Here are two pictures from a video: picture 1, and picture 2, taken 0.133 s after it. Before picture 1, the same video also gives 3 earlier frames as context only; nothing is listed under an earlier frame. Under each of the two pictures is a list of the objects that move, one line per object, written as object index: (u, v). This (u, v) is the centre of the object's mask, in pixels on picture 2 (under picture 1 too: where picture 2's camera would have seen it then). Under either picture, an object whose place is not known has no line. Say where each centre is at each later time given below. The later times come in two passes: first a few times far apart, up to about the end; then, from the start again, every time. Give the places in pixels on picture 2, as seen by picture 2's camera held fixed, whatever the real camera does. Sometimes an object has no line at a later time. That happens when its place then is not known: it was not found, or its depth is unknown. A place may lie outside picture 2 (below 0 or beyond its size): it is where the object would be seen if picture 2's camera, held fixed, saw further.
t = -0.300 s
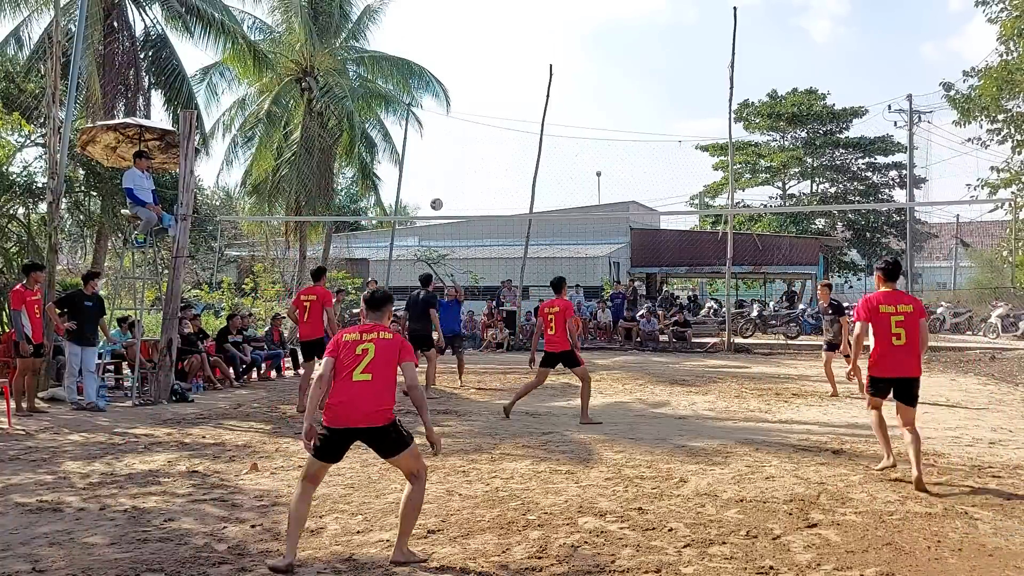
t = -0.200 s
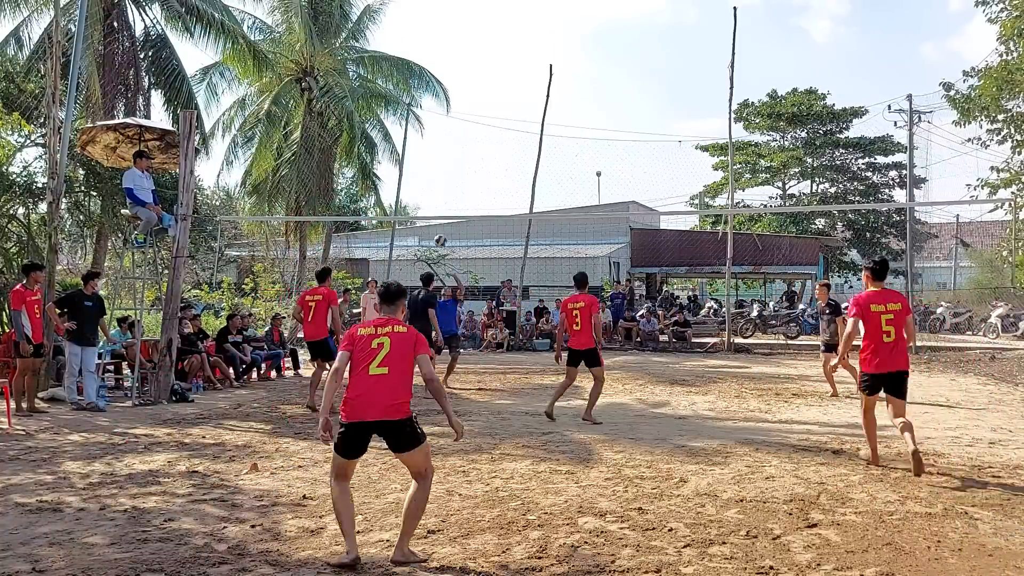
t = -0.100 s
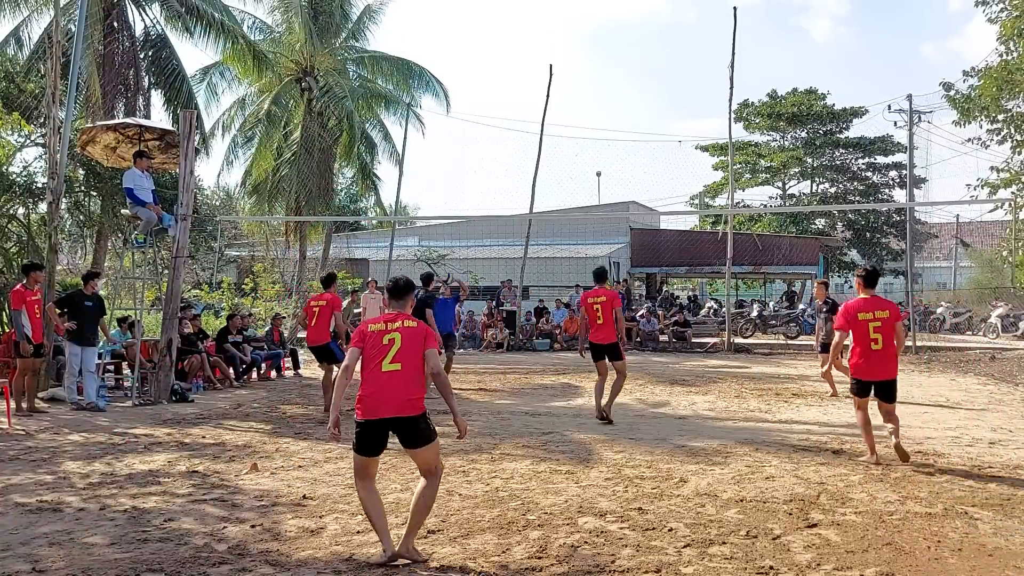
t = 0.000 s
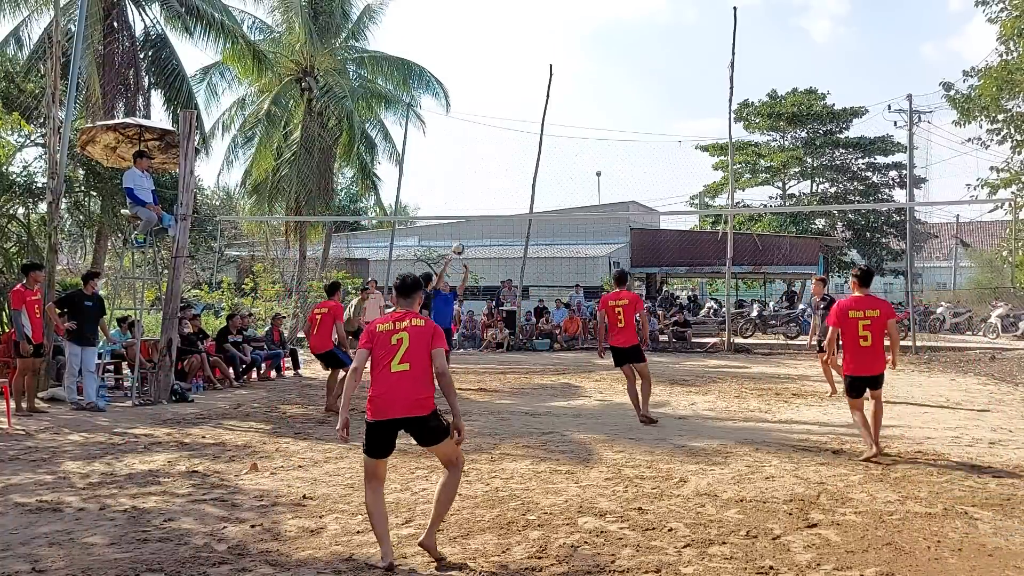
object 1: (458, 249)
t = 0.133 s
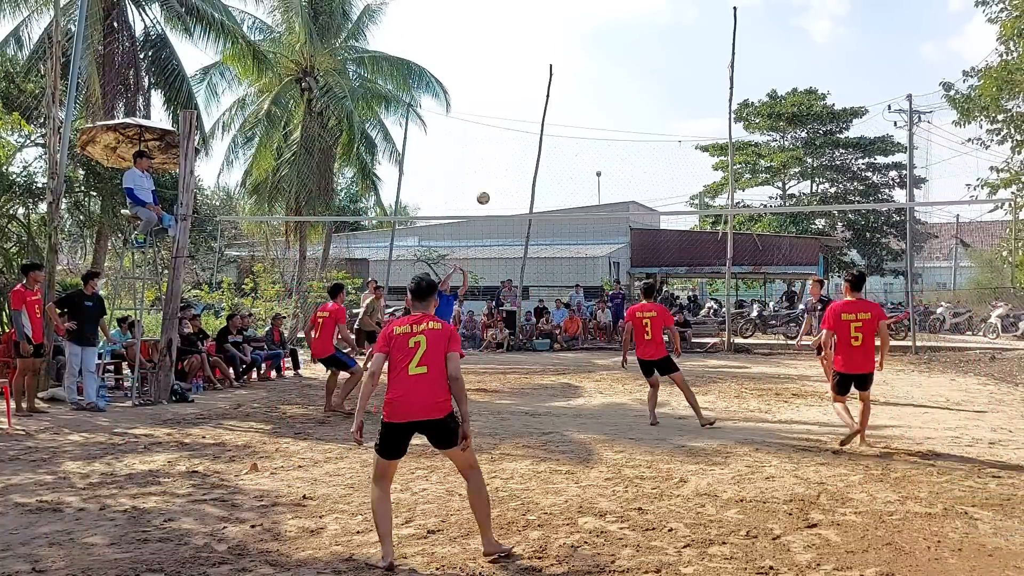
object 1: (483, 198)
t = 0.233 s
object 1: (501, 167)
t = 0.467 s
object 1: (544, 116)
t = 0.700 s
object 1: (587, 99)
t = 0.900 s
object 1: (624, 112)
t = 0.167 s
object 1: (489, 187)
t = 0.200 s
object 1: (495, 177)
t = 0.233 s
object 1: (501, 167)
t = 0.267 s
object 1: (508, 158)
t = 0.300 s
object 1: (514, 149)
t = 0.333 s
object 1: (520, 141)
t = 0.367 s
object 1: (526, 134)
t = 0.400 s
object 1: (531, 127)
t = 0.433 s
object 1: (537, 121)
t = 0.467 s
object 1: (544, 116)
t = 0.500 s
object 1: (550, 111)
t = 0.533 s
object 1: (556, 108)
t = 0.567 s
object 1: (562, 104)
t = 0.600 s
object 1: (568, 102)
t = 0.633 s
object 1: (574, 100)
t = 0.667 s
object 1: (581, 99)
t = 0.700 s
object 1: (587, 99)
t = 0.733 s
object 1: (593, 99)
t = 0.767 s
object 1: (599, 100)
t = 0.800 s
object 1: (606, 102)
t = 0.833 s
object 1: (612, 105)
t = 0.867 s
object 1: (618, 108)
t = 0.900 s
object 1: (624, 112)
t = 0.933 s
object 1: (631, 117)
